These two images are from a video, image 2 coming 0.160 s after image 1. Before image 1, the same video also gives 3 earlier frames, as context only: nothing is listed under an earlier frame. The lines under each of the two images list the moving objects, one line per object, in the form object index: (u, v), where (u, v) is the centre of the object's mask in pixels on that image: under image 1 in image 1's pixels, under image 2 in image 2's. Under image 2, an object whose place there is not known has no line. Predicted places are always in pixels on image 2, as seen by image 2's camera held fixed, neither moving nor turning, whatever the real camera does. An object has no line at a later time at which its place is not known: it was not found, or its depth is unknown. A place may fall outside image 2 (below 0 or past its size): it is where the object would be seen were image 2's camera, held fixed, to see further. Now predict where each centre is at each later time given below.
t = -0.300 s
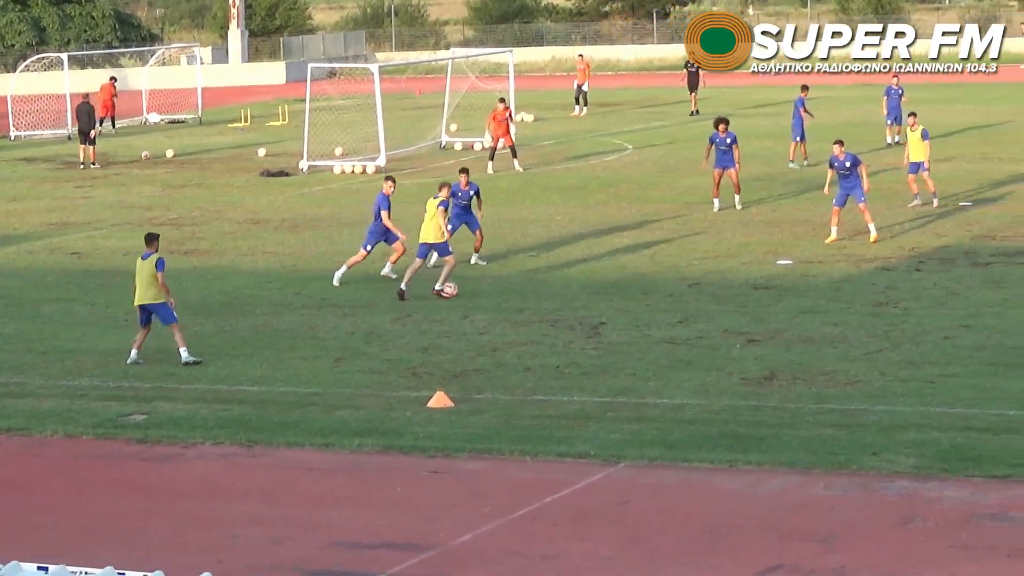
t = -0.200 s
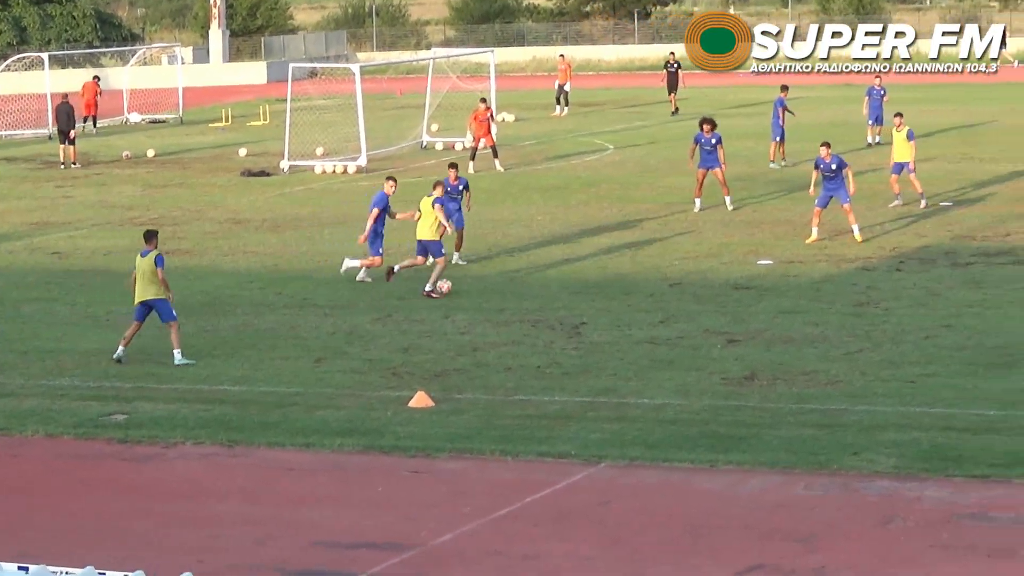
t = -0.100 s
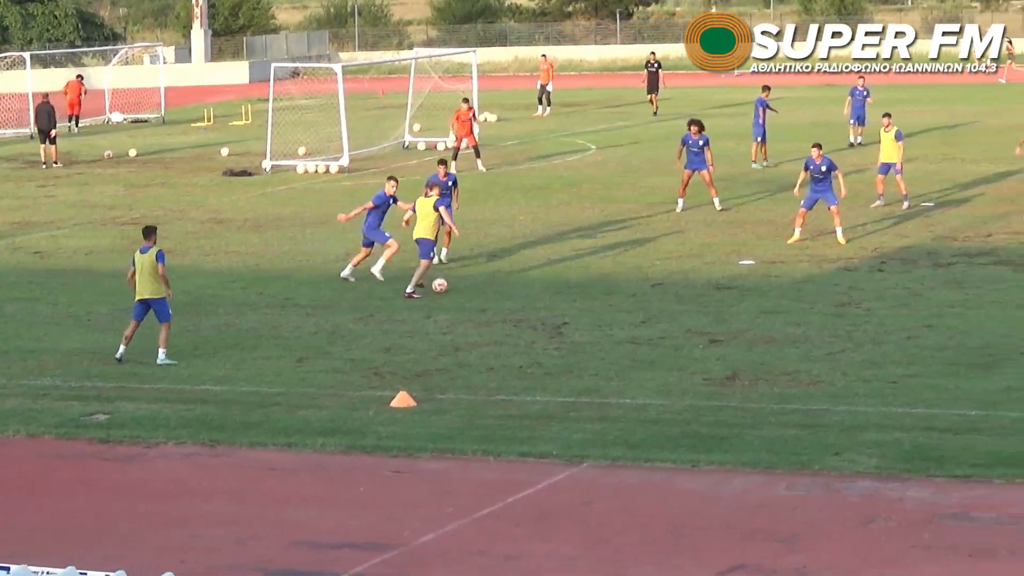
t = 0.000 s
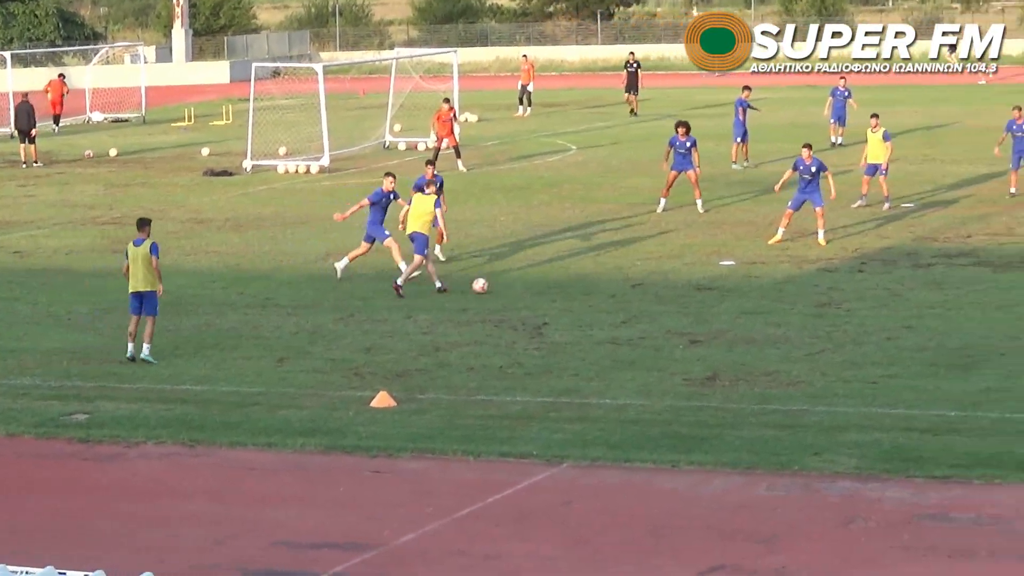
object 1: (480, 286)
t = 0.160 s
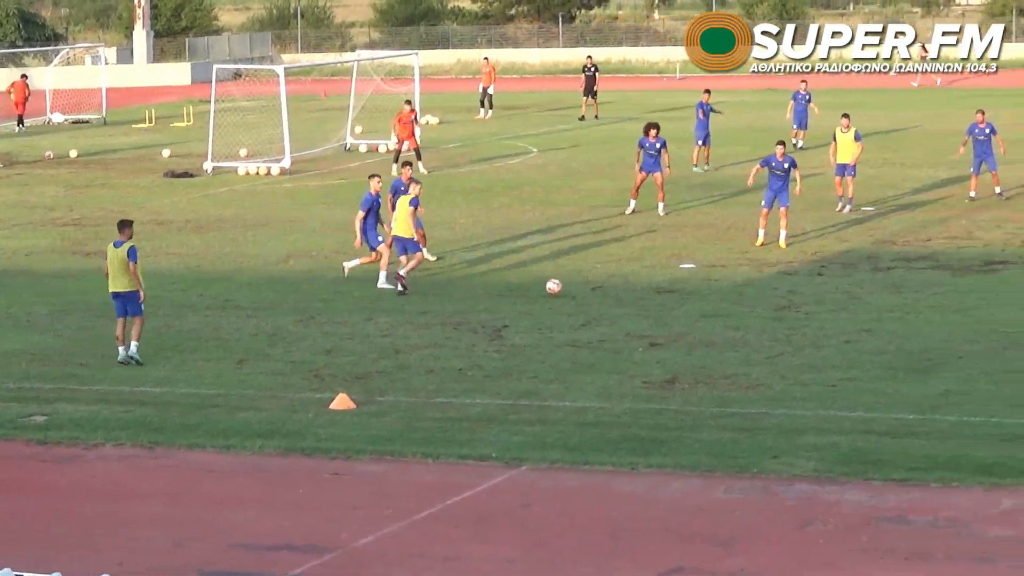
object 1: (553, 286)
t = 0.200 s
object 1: (578, 286)
